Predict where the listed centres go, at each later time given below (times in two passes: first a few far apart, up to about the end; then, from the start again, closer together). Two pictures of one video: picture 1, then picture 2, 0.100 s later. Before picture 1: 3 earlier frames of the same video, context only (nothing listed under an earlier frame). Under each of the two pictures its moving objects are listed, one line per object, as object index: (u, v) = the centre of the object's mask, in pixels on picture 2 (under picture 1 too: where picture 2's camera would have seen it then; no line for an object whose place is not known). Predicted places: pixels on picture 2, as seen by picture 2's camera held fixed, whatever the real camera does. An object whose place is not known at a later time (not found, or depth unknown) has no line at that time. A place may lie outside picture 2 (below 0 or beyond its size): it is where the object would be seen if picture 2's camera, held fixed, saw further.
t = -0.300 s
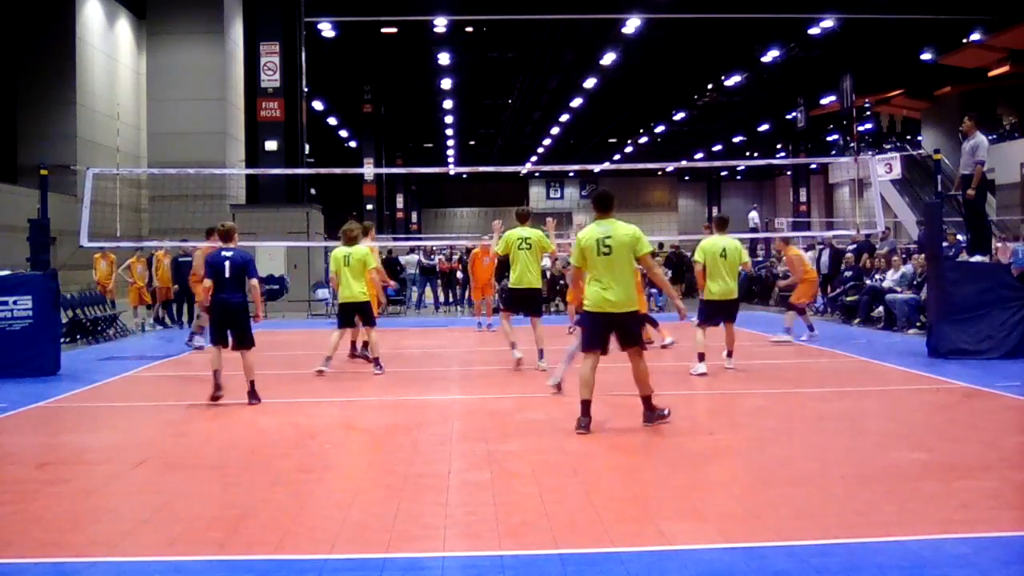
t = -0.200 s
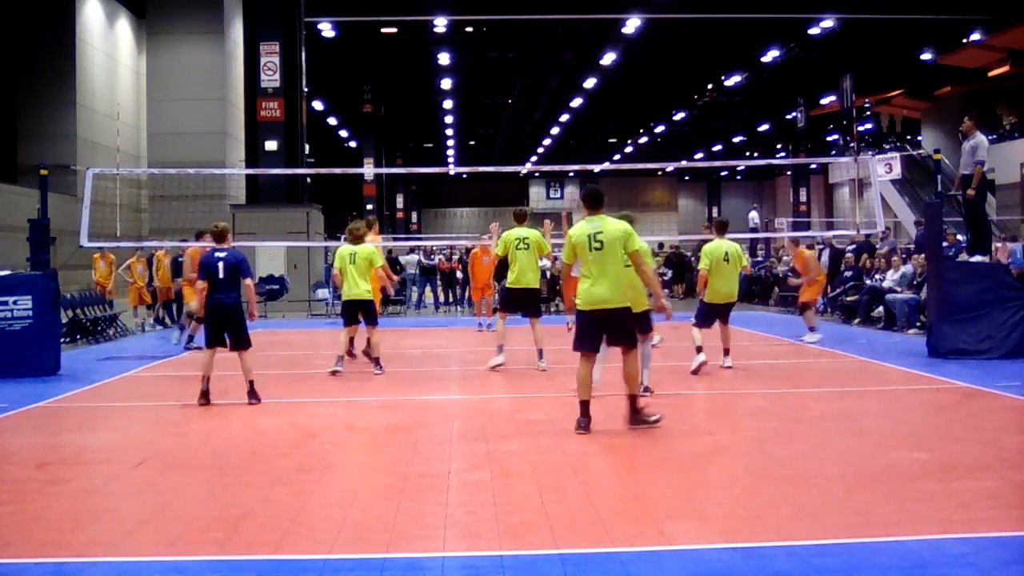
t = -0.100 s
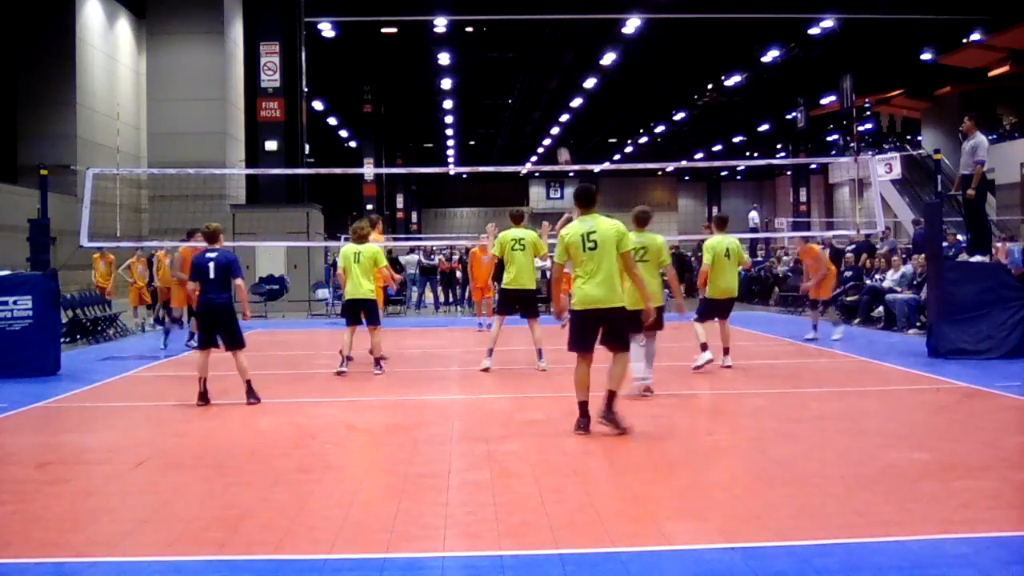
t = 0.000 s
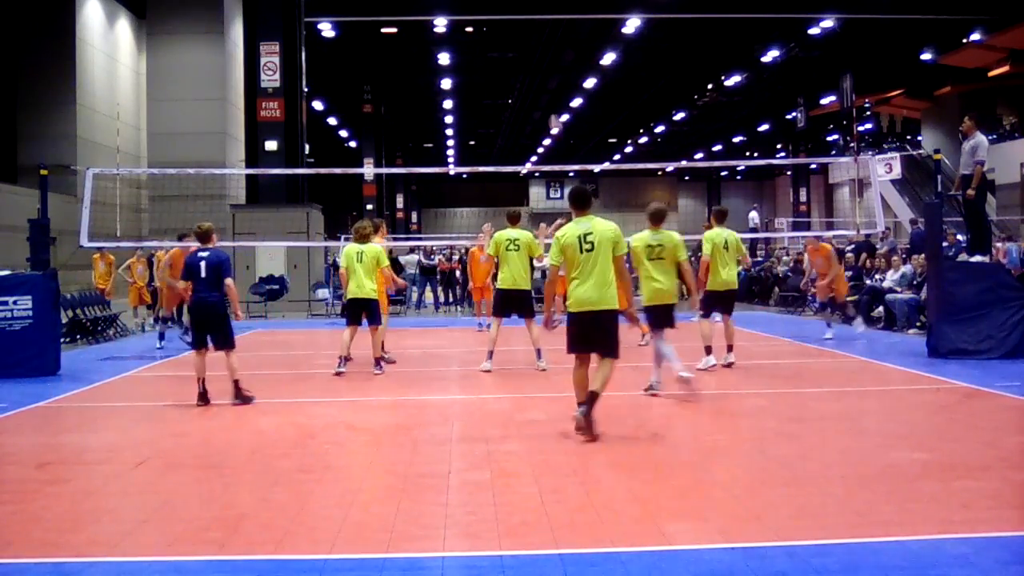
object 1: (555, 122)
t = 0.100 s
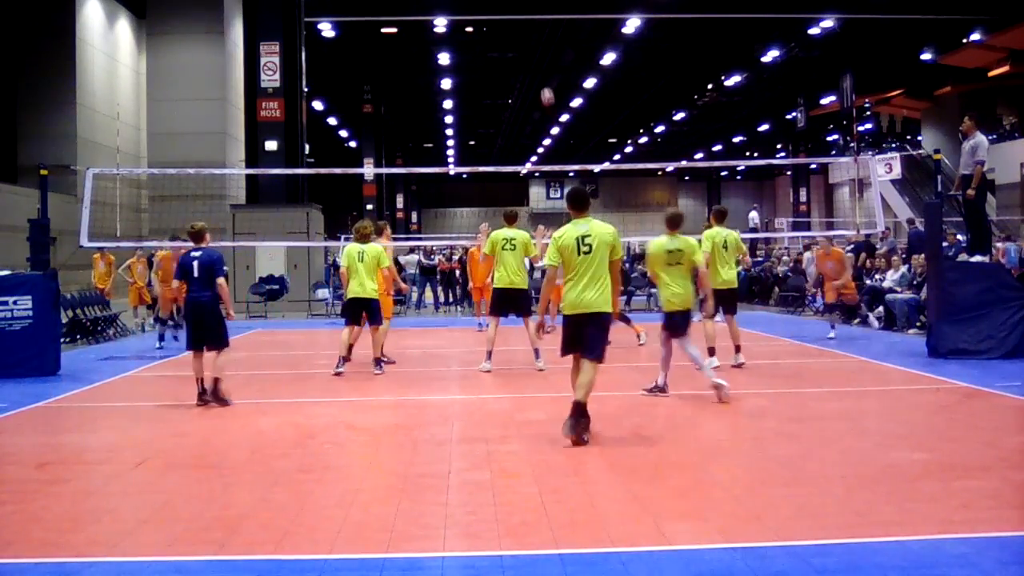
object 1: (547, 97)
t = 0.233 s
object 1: (537, 69)
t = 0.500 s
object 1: (515, 47)
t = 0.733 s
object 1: (496, 66)
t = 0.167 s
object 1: (542, 82)
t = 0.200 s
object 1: (539, 75)
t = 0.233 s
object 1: (537, 69)
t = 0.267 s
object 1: (534, 64)
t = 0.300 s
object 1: (531, 60)
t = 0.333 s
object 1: (529, 56)
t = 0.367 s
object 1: (526, 53)
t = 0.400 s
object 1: (523, 50)
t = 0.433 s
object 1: (521, 49)
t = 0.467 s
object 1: (518, 47)
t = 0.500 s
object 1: (515, 47)
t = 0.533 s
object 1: (513, 47)
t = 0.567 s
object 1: (510, 49)
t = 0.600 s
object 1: (507, 50)
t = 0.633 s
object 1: (504, 53)
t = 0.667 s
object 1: (502, 56)
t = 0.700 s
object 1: (499, 61)
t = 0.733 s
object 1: (496, 66)
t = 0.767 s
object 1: (494, 72)
